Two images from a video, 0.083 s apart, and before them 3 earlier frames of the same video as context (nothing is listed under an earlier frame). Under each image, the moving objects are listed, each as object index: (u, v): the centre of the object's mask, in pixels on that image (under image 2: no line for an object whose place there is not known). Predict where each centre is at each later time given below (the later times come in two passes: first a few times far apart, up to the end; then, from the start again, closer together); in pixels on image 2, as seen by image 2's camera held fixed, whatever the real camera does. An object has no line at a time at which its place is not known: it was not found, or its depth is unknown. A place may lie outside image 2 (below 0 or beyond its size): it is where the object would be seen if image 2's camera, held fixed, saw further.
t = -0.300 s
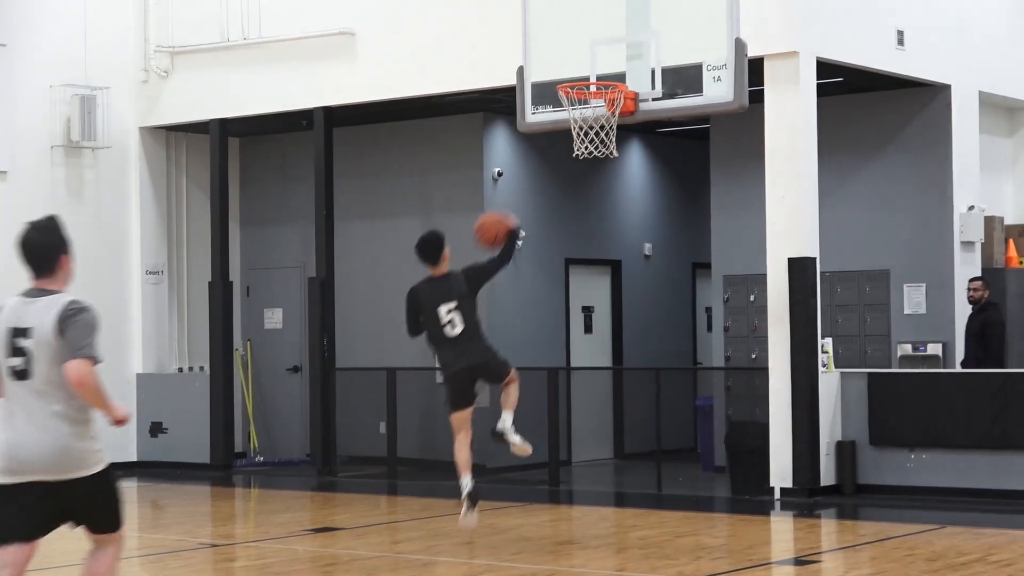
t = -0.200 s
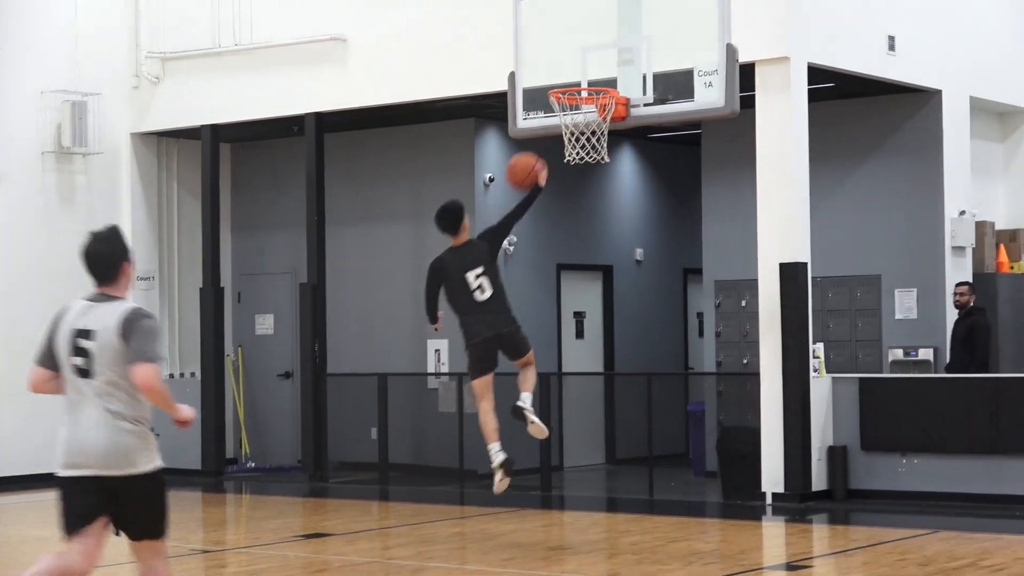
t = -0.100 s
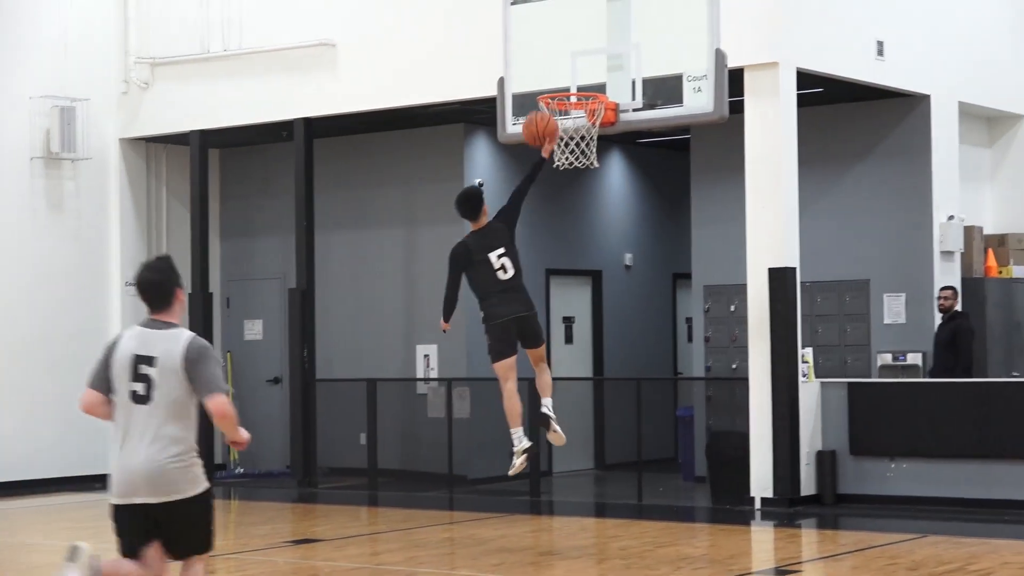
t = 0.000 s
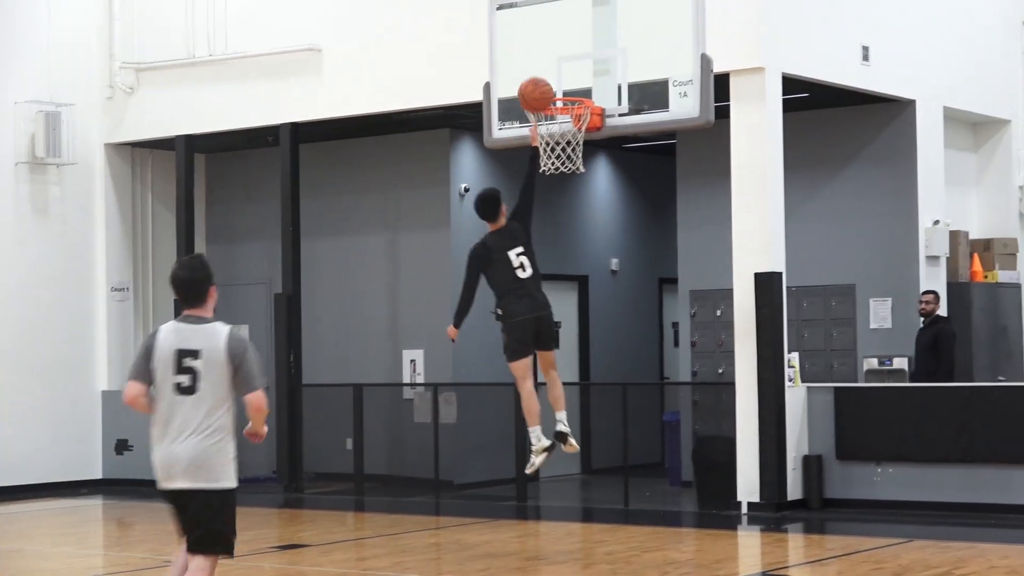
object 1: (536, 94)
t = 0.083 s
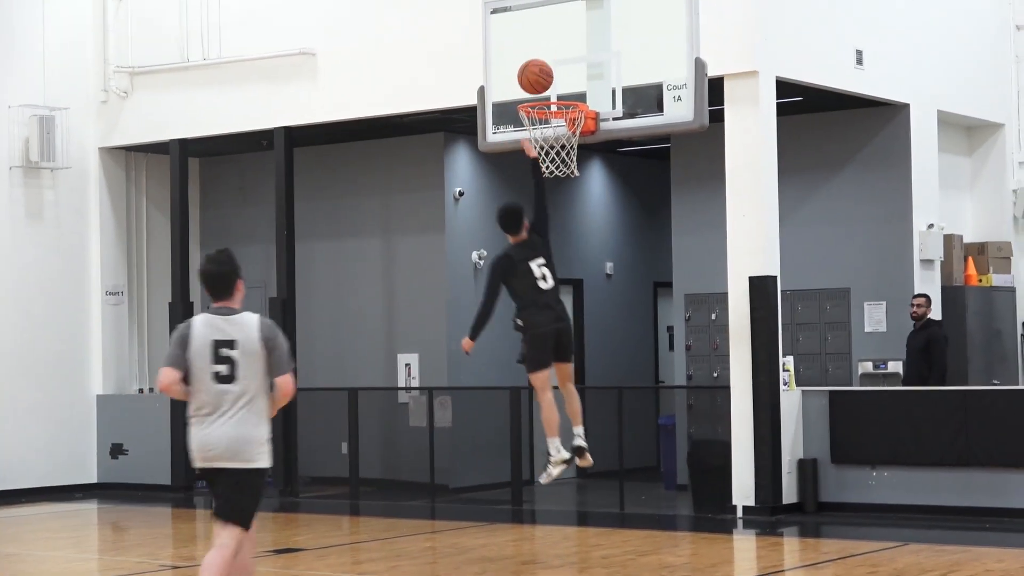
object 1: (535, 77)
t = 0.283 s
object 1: (549, 65)
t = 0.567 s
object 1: (569, 143)
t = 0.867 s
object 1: (563, 271)
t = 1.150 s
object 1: (556, 506)
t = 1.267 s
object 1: (554, 465)
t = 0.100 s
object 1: (536, 73)
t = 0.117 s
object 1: (537, 70)
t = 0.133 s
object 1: (539, 68)
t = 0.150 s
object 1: (540, 66)
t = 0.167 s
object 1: (541, 64)
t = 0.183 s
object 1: (542, 63)
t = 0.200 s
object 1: (543, 62)
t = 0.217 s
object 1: (544, 62)
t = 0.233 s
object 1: (546, 62)
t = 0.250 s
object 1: (547, 63)
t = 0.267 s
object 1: (548, 63)
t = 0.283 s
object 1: (549, 65)
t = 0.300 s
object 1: (550, 66)
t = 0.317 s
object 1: (551, 69)
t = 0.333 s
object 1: (552, 71)
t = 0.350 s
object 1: (553, 74)
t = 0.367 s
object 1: (555, 77)
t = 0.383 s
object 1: (556, 80)
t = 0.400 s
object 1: (557, 84)
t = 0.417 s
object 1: (558, 87)
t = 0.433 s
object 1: (559, 90)
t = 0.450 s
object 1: (561, 92)
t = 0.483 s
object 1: (565, 97)
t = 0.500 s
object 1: (564, 119)
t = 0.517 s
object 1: (566, 123)
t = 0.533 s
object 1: (567, 128)
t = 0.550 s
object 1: (568, 138)
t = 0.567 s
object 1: (569, 143)
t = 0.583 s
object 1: (569, 149)
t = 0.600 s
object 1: (569, 154)
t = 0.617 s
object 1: (569, 157)
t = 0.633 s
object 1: (568, 161)
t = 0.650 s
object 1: (567, 170)
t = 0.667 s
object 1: (567, 174)
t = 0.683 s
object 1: (566, 182)
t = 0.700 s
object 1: (566, 187)
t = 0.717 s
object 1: (566, 194)
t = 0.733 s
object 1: (564, 200)
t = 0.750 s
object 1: (565, 209)
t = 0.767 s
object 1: (564, 216)
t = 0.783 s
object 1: (564, 224)
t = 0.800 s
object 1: (564, 232)
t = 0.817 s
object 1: (563, 242)
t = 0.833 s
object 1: (564, 251)
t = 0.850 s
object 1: (563, 262)
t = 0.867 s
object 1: (563, 271)
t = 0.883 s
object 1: (562, 281)
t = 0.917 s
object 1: (562, 304)
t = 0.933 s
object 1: (562, 317)
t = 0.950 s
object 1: (560, 328)
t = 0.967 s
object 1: (560, 341)
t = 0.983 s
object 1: (560, 354)
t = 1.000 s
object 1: (560, 368)
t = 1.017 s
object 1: (558, 382)
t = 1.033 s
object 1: (559, 397)
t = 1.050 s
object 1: (558, 411)
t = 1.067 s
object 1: (558, 426)
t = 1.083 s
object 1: (557, 440)
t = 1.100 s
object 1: (557, 458)
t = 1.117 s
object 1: (557, 474)
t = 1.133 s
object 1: (557, 491)
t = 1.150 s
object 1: (556, 506)
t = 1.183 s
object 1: (556, 522)
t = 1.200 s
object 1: (555, 509)
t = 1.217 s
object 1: (555, 498)
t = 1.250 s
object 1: (554, 475)
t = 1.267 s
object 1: (554, 465)
